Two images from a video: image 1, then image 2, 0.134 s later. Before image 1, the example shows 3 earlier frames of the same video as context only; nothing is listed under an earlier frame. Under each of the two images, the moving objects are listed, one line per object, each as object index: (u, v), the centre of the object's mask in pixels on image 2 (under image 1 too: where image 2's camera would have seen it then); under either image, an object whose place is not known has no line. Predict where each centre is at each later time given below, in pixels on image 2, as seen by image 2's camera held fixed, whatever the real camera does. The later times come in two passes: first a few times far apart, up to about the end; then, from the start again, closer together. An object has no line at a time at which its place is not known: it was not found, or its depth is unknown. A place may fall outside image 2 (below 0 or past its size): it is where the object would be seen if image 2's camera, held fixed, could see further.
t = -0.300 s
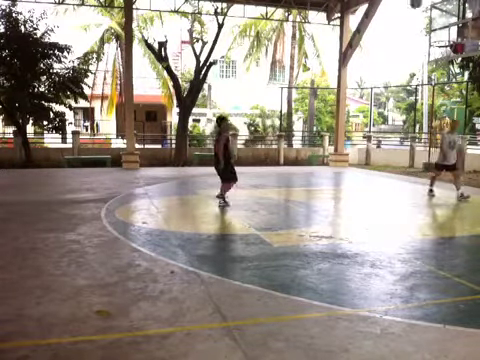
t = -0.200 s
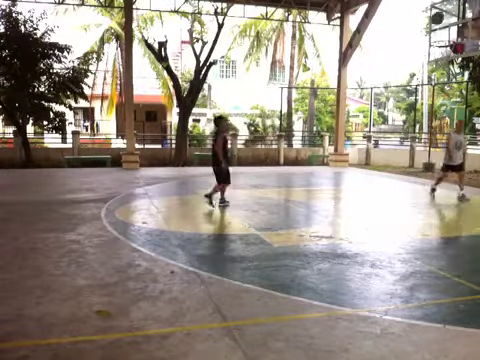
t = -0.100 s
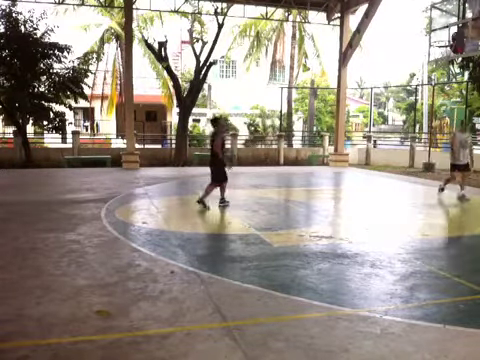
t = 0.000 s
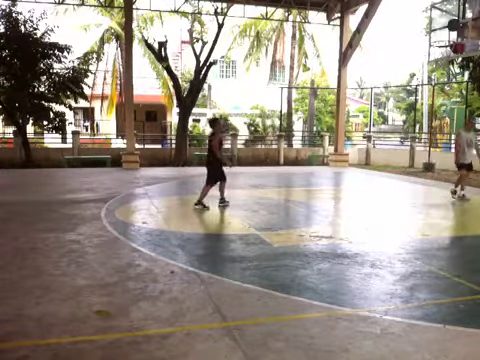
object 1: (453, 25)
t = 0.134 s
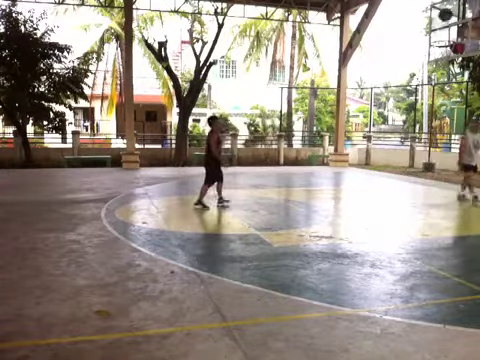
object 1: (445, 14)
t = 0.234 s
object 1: (438, 12)
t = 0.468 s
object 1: (421, 31)
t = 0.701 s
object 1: (399, 85)
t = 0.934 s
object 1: (373, 178)
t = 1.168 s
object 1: (369, 158)
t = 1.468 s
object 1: (379, 86)
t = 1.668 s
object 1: (384, 67)
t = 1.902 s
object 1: (388, 82)
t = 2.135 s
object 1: (390, 137)
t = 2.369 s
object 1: (390, 228)
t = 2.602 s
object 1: (398, 156)
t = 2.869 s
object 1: (405, 118)
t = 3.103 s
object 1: (407, 130)
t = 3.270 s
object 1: (409, 168)
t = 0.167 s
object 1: (443, 13)
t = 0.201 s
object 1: (440, 12)
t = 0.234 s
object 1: (438, 12)
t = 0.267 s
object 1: (436, 13)
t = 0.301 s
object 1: (433, 14)
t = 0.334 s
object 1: (431, 16)
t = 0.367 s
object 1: (428, 19)
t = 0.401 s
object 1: (426, 23)
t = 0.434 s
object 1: (424, 26)
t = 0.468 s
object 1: (421, 31)
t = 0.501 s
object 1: (418, 36)
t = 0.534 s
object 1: (415, 43)
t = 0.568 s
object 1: (412, 49)
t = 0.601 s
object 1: (409, 57)
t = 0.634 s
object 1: (406, 65)
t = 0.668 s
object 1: (403, 75)
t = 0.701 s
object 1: (399, 85)
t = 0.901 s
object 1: (376, 161)
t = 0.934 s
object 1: (373, 178)
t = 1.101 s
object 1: (367, 181)
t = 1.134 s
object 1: (368, 170)
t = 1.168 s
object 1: (369, 158)
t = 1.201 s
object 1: (370, 148)
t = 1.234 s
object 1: (371, 138)
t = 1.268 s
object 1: (373, 129)
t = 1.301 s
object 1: (376, 119)
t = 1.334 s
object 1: (375, 112)
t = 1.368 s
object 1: (376, 103)
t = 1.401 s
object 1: (377, 97)
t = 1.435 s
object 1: (378, 91)
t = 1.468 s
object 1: (379, 86)
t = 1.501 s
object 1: (379, 81)
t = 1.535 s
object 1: (380, 77)
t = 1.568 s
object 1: (381, 73)
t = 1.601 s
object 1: (382, 70)
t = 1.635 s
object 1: (383, 68)
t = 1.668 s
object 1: (384, 67)
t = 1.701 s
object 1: (384, 67)
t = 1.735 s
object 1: (385, 67)
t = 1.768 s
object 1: (385, 69)
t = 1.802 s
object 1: (386, 71)
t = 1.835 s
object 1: (387, 74)
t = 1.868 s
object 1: (387, 78)
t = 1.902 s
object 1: (388, 82)
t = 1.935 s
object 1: (388, 87)
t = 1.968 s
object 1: (389, 93)
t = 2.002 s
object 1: (389, 100)
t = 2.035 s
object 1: (389, 108)
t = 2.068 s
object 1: (389, 117)
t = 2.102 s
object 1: (390, 127)
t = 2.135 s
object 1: (390, 137)
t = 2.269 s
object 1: (390, 188)
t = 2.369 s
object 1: (390, 228)
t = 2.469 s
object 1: (394, 194)
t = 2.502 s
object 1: (395, 183)
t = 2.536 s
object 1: (396, 174)
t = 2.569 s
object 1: (397, 164)
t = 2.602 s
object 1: (398, 156)
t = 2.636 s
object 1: (399, 149)
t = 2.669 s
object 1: (400, 142)
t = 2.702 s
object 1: (401, 136)
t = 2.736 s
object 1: (401, 131)
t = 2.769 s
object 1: (401, 126)
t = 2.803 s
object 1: (402, 123)
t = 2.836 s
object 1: (404, 119)
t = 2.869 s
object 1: (405, 118)
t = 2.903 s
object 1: (405, 117)
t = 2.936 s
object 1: (405, 117)
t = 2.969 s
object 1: (405, 118)
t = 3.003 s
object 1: (406, 119)
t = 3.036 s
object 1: (407, 121)
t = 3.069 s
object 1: (407, 124)
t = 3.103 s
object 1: (407, 130)
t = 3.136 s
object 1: (408, 136)
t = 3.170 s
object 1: (408, 141)
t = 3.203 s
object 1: (409, 148)
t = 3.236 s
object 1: (409, 158)
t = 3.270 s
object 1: (409, 168)
